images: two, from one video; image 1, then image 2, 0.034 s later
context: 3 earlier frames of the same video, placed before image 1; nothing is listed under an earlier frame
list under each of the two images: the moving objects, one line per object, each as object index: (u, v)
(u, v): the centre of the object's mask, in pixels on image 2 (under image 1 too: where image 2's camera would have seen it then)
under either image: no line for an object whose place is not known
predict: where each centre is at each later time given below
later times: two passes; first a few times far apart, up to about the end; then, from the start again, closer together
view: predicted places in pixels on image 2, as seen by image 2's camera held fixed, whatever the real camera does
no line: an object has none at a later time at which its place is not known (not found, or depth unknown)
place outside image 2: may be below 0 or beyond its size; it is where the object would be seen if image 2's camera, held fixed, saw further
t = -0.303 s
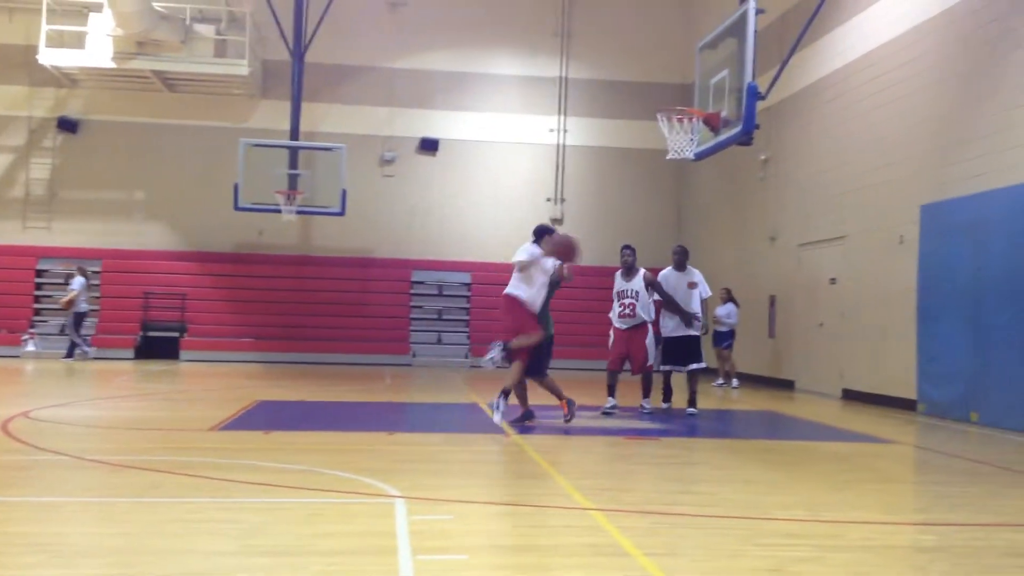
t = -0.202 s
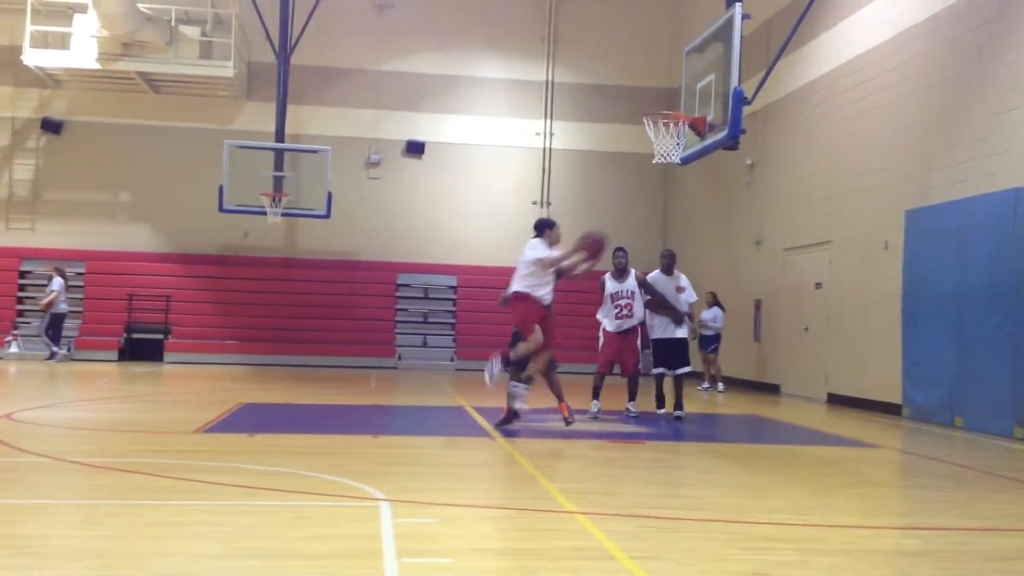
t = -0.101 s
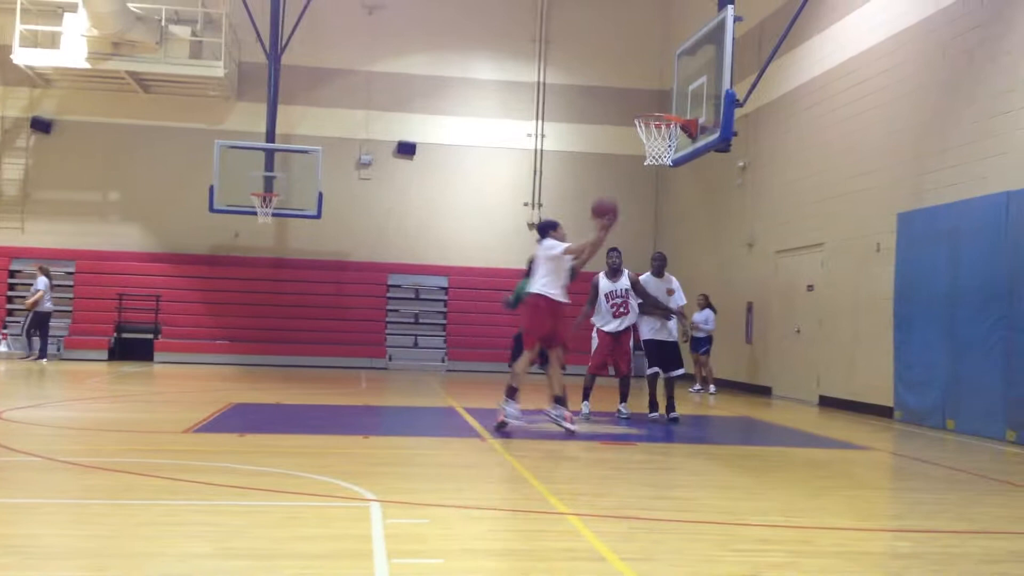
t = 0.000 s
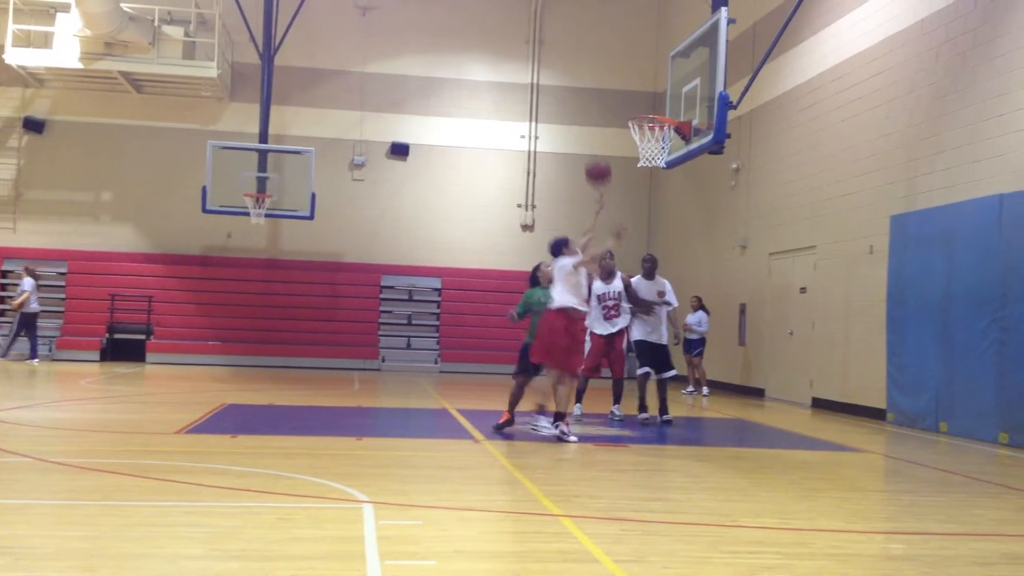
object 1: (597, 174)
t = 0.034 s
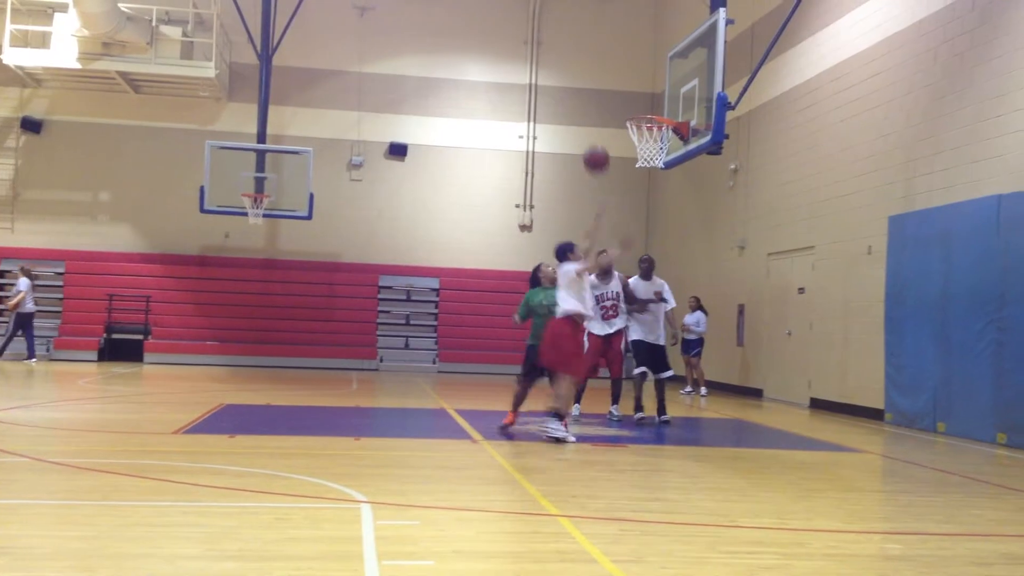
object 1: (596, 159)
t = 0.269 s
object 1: (594, 102)
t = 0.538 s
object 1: (588, 120)
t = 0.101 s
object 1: (596, 129)
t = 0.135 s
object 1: (595, 121)
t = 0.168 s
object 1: (595, 114)
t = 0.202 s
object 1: (595, 109)
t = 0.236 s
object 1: (595, 104)
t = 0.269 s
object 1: (594, 102)
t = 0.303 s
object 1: (594, 101)
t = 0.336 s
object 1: (593, 100)
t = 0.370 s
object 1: (592, 100)
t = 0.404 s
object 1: (591, 102)
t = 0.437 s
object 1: (591, 105)
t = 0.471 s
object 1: (591, 109)
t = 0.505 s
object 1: (590, 114)
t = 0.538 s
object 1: (588, 120)
